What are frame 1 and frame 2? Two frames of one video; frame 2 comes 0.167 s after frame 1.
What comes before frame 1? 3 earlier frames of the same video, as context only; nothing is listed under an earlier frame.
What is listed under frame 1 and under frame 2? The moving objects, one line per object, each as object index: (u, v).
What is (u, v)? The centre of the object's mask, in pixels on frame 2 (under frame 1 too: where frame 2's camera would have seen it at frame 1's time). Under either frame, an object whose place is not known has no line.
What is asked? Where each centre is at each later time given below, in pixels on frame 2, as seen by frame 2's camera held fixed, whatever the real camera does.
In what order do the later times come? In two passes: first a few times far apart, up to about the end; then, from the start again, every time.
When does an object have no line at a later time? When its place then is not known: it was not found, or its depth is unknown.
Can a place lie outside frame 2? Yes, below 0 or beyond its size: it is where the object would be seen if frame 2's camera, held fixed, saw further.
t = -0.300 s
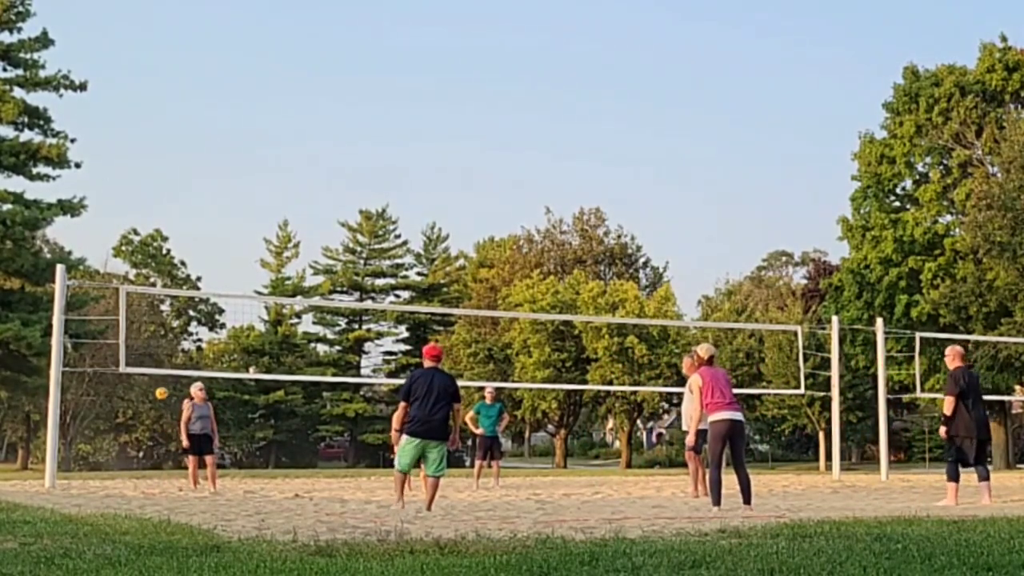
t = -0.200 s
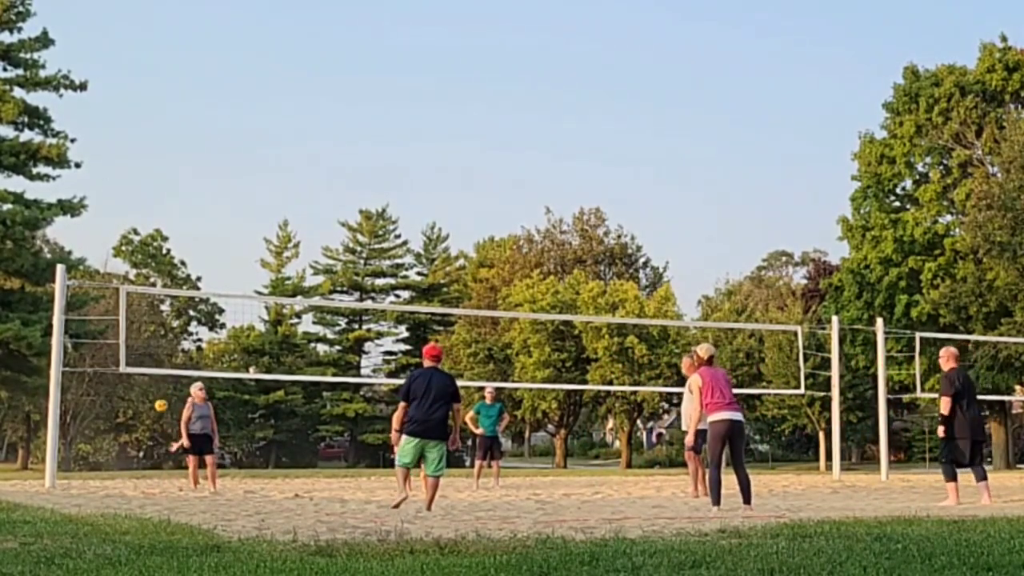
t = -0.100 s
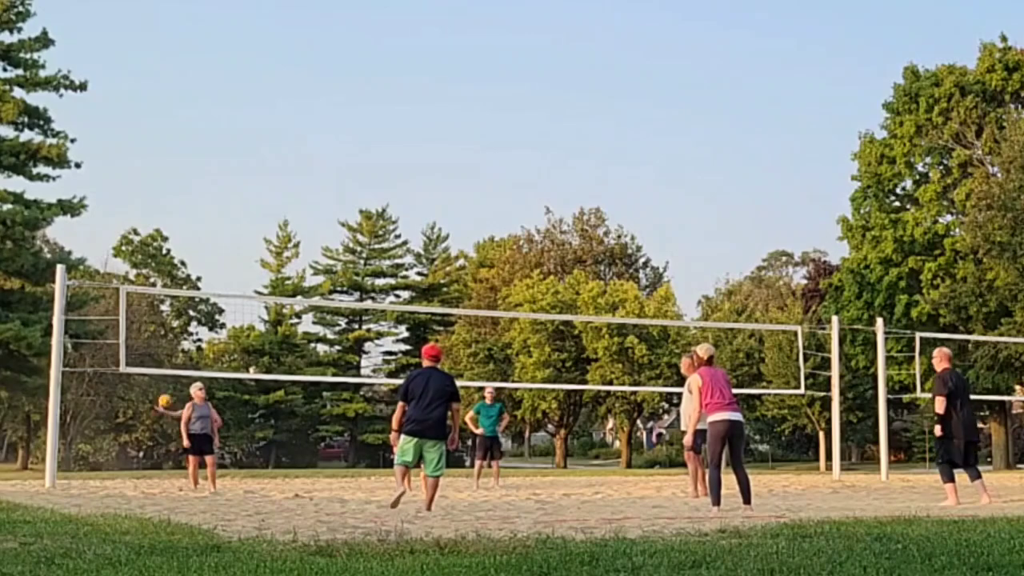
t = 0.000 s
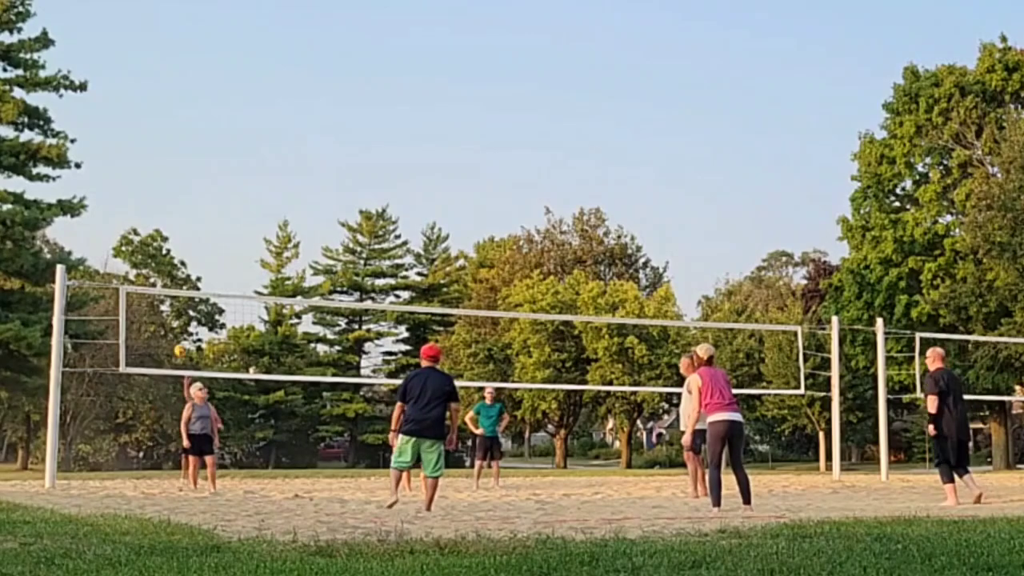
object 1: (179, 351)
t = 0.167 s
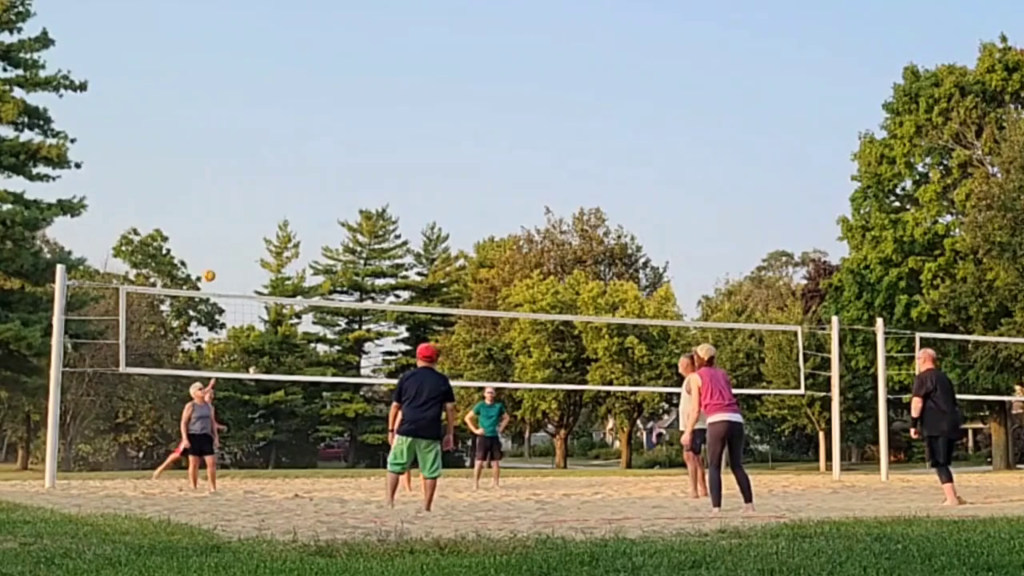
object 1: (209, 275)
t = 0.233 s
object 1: (220, 249)
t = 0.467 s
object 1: (265, 173)
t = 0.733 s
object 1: (319, 126)
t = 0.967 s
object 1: (372, 121)
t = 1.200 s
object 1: (428, 156)
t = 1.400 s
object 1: (478, 223)
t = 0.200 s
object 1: (214, 262)
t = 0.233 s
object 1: (220, 249)
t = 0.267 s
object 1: (226, 236)
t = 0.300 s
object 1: (233, 224)
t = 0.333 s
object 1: (239, 213)
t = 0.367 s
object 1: (246, 202)
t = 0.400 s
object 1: (252, 192)
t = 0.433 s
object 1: (258, 182)
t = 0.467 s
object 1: (265, 173)
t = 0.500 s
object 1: (271, 165)
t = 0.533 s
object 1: (278, 158)
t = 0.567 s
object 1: (285, 151)
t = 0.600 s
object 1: (291, 144)
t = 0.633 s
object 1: (298, 138)
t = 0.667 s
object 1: (305, 133)
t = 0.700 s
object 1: (312, 130)
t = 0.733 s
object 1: (319, 126)
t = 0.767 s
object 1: (327, 123)
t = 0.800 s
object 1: (334, 121)
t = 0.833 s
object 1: (341, 119)
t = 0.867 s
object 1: (349, 118)
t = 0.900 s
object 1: (357, 118)
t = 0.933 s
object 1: (364, 119)
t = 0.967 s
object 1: (372, 121)
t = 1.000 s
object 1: (379, 123)
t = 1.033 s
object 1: (388, 127)
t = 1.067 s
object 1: (396, 131)
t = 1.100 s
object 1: (404, 136)
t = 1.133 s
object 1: (412, 142)
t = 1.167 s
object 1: (420, 149)
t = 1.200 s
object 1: (428, 156)
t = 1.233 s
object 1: (437, 165)
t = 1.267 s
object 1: (445, 175)
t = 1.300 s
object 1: (453, 185)
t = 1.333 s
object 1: (461, 198)
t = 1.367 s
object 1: (470, 210)
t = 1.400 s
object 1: (478, 223)
